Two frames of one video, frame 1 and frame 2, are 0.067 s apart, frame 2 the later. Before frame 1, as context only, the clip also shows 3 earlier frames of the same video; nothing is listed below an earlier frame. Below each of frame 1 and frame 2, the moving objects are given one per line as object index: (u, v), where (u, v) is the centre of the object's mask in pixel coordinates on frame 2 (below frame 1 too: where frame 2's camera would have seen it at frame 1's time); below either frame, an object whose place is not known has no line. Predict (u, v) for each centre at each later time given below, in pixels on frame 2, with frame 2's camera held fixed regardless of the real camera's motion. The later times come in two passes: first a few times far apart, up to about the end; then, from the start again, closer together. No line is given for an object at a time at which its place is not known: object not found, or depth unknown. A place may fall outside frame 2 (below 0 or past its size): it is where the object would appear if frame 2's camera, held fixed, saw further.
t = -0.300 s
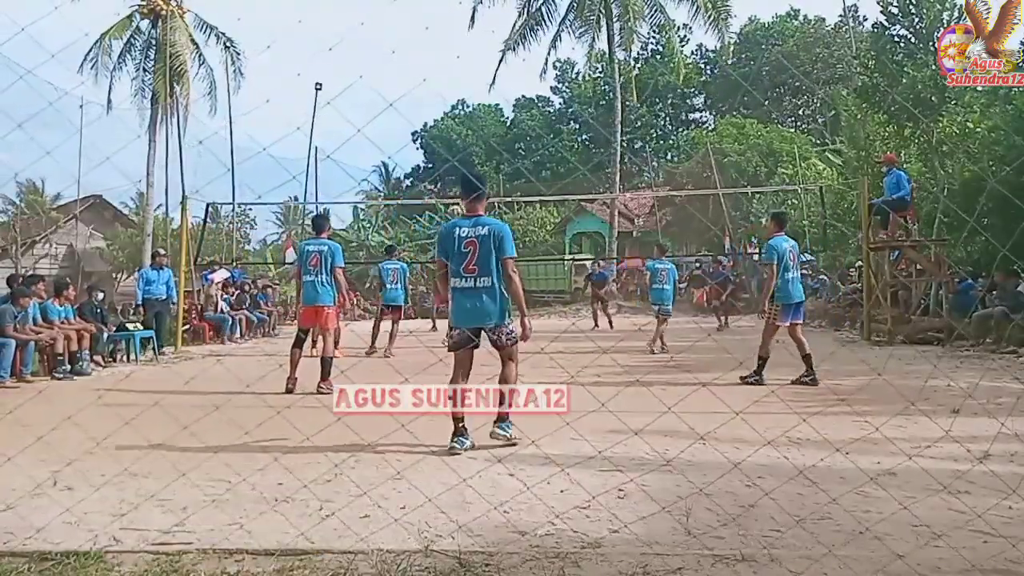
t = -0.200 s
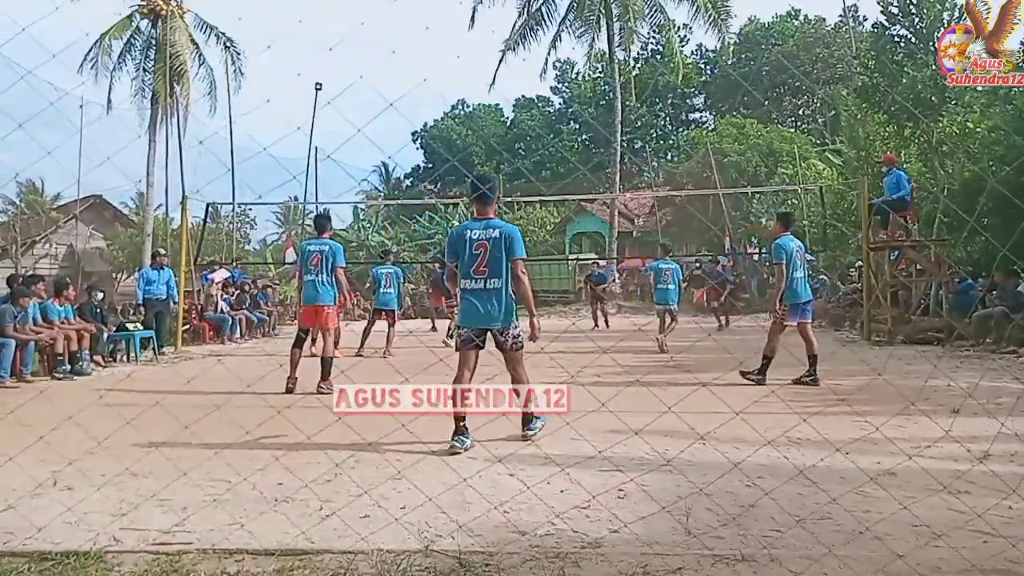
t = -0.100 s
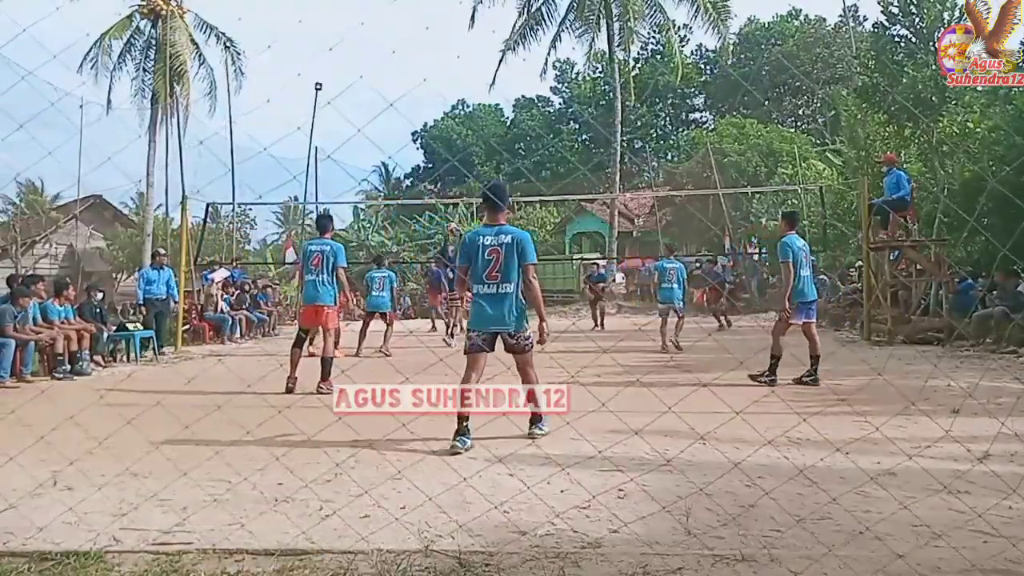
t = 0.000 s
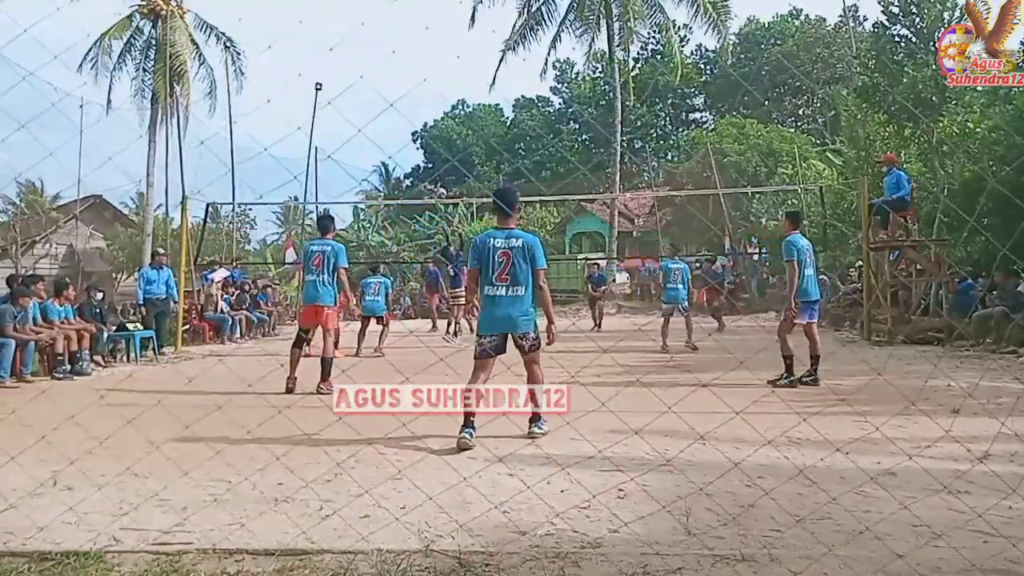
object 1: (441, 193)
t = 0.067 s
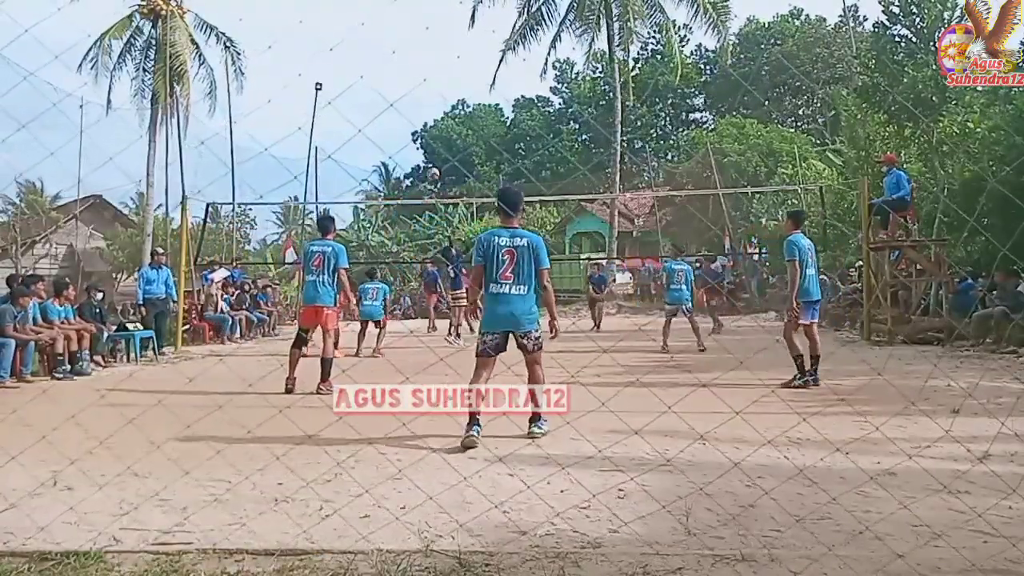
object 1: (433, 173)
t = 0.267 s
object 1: (409, 130)
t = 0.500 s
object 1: (382, 109)
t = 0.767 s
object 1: (352, 122)
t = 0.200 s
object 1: (417, 142)
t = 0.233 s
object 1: (413, 136)
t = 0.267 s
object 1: (409, 130)
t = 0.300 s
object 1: (405, 126)
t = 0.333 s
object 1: (401, 121)
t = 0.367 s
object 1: (397, 118)
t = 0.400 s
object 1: (393, 115)
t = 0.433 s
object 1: (390, 112)
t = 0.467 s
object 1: (386, 109)
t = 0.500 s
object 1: (382, 109)
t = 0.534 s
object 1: (379, 108)
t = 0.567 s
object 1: (375, 108)
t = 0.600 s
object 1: (371, 109)
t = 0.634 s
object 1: (367, 111)
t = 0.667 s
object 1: (363, 112)
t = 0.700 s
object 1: (360, 115)
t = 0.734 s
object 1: (356, 118)
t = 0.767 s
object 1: (352, 122)
